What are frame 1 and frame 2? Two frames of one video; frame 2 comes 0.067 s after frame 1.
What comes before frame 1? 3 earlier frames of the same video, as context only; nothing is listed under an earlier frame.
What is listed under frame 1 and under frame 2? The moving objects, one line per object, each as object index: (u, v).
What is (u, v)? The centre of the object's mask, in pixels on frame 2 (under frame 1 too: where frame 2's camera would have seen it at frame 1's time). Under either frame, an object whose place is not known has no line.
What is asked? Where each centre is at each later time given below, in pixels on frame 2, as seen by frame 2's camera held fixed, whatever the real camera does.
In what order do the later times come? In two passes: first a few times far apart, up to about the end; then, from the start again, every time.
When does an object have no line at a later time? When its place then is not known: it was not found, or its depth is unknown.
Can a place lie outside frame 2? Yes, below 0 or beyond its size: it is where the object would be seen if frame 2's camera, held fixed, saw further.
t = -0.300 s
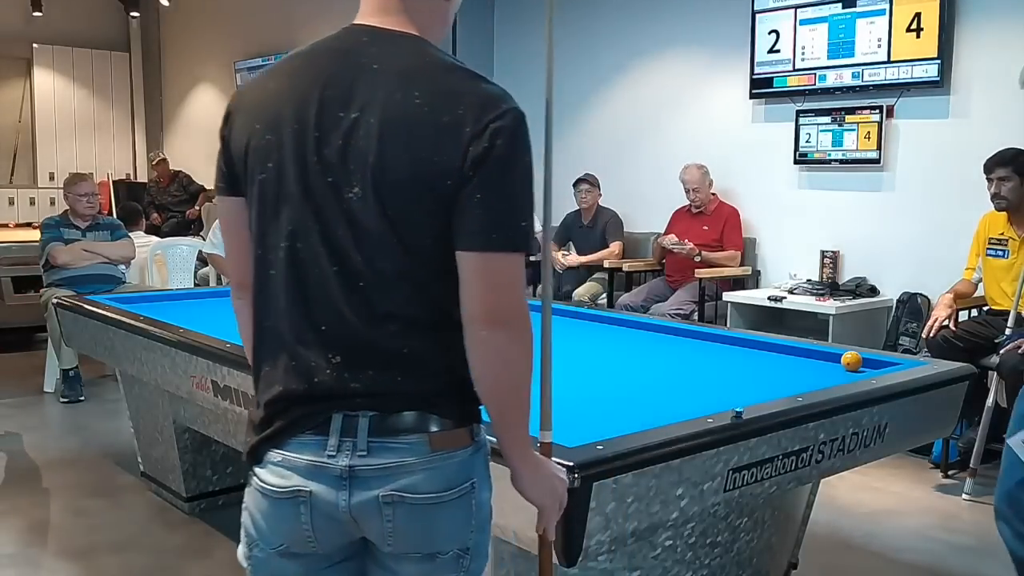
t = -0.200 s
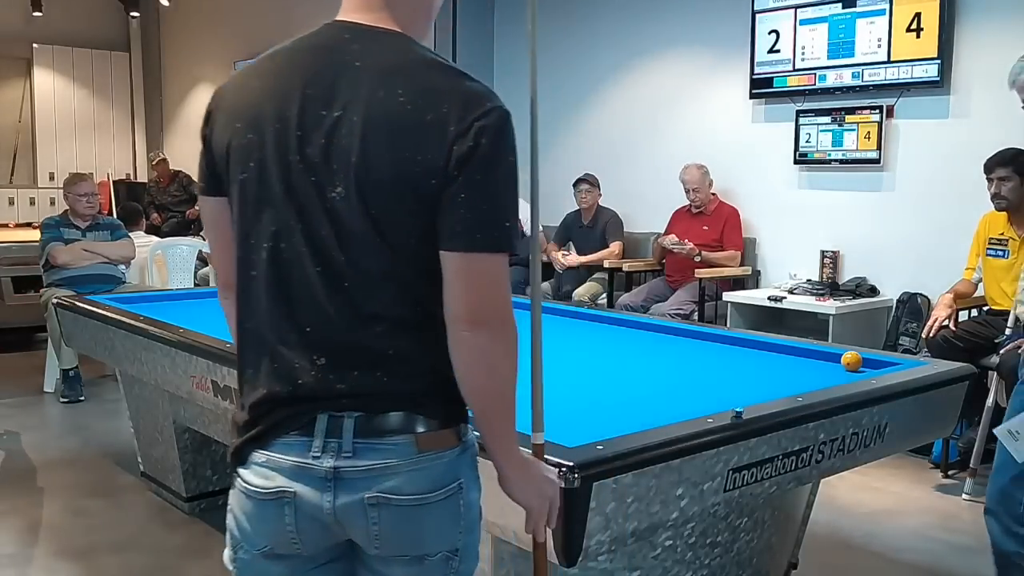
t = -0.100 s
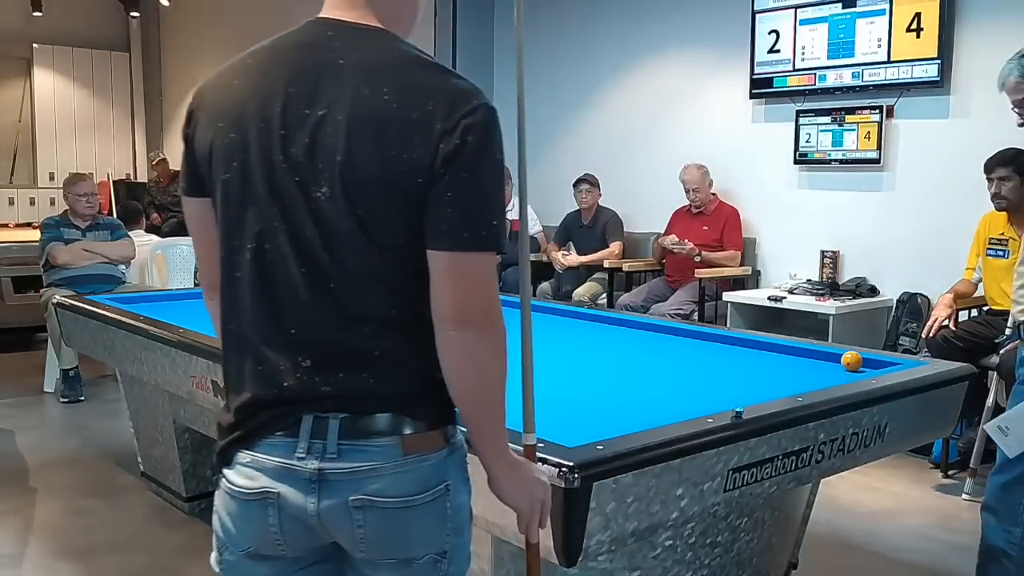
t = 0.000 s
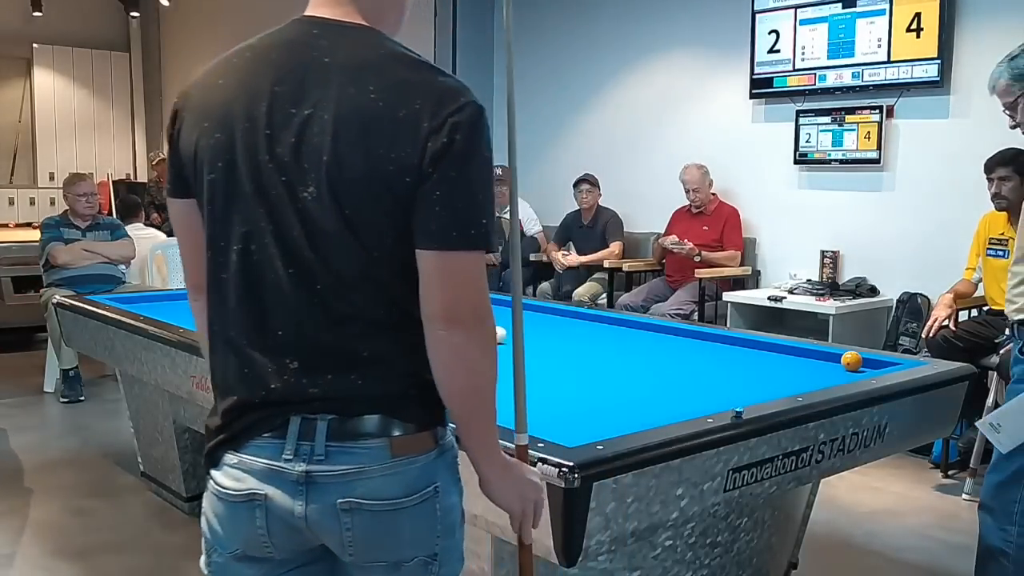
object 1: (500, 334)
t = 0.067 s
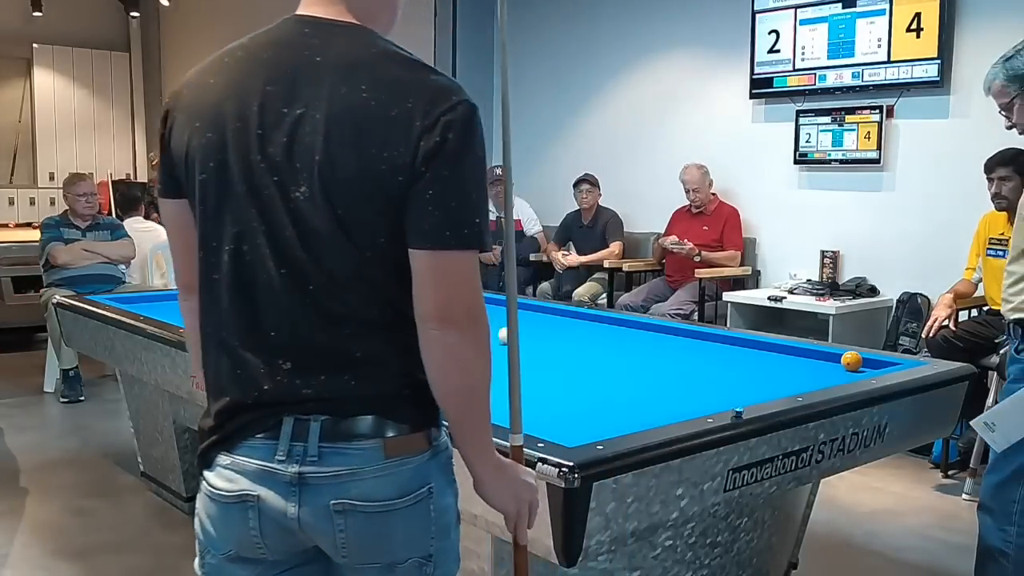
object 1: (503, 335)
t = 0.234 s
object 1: (532, 337)
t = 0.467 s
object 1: (567, 341)
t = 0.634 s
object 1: (593, 343)
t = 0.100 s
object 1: (518, 336)
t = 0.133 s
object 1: (519, 336)
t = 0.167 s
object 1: (522, 337)
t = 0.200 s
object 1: (527, 337)
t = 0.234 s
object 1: (532, 337)
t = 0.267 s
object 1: (537, 338)
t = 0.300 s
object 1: (542, 338)
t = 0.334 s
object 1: (547, 338)
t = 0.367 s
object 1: (552, 339)
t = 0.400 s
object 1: (557, 340)
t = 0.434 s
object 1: (562, 340)
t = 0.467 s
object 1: (567, 341)
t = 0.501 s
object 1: (573, 341)
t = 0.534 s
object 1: (578, 341)
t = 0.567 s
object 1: (583, 342)
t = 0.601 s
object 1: (588, 342)
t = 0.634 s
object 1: (593, 343)
